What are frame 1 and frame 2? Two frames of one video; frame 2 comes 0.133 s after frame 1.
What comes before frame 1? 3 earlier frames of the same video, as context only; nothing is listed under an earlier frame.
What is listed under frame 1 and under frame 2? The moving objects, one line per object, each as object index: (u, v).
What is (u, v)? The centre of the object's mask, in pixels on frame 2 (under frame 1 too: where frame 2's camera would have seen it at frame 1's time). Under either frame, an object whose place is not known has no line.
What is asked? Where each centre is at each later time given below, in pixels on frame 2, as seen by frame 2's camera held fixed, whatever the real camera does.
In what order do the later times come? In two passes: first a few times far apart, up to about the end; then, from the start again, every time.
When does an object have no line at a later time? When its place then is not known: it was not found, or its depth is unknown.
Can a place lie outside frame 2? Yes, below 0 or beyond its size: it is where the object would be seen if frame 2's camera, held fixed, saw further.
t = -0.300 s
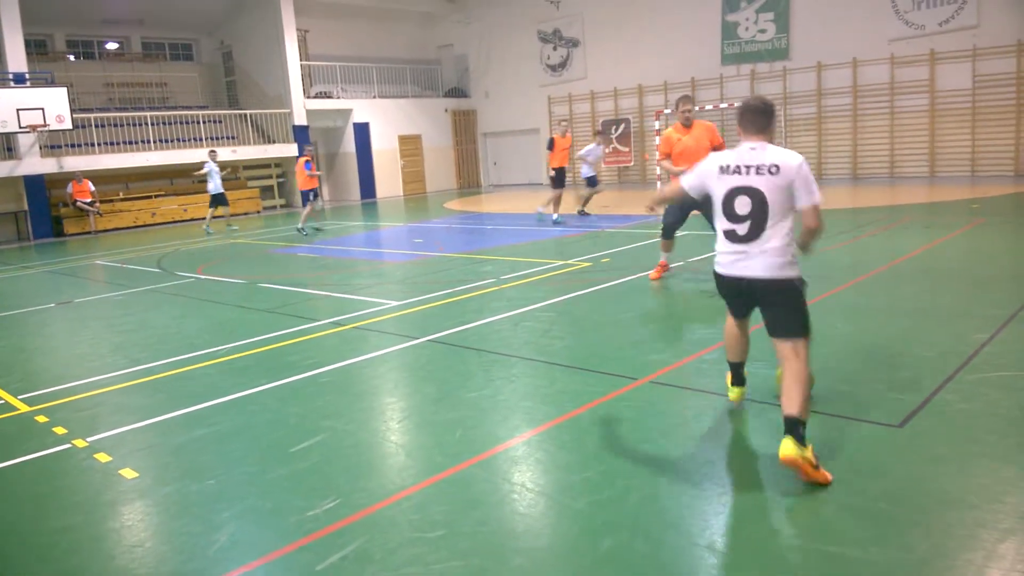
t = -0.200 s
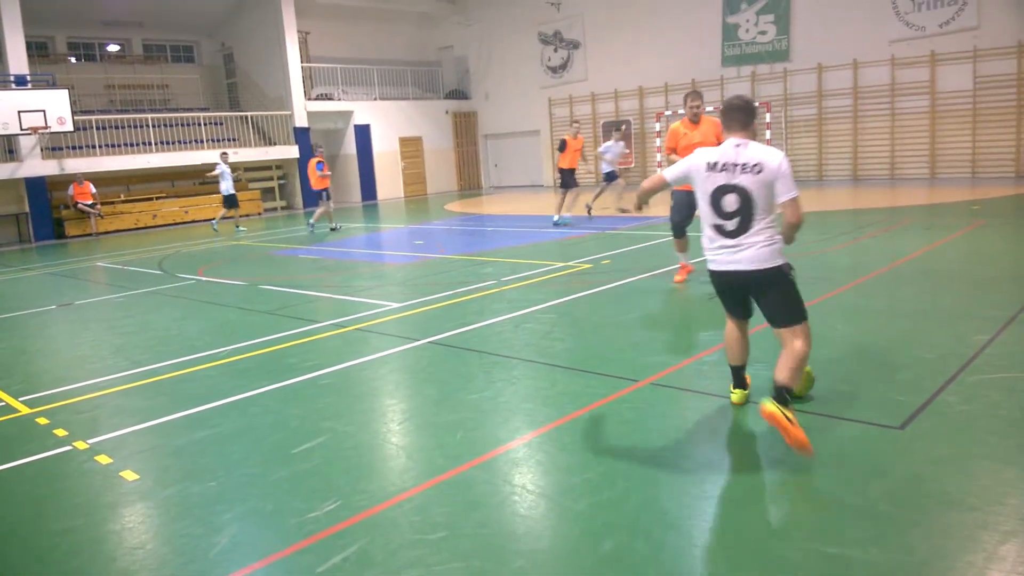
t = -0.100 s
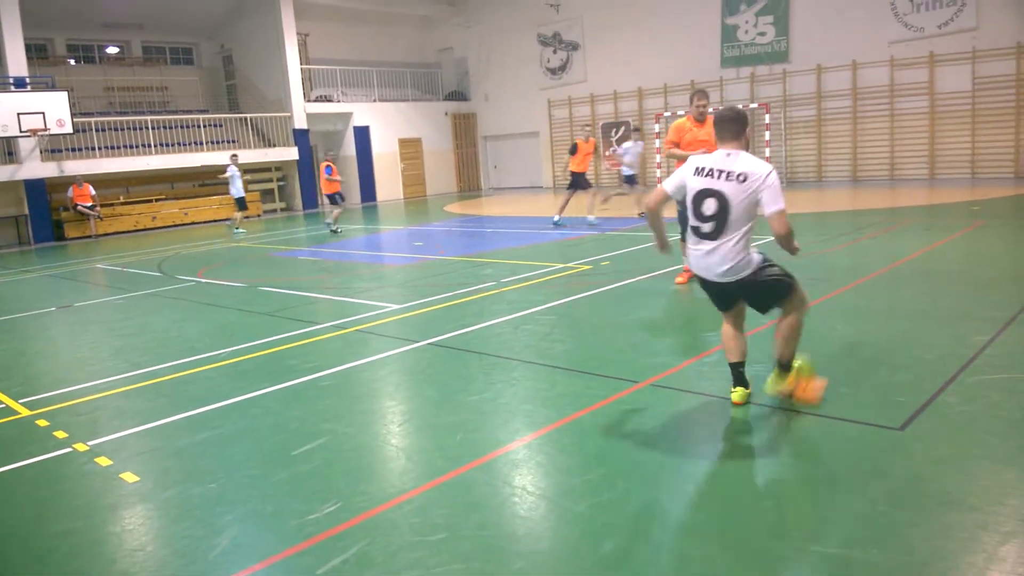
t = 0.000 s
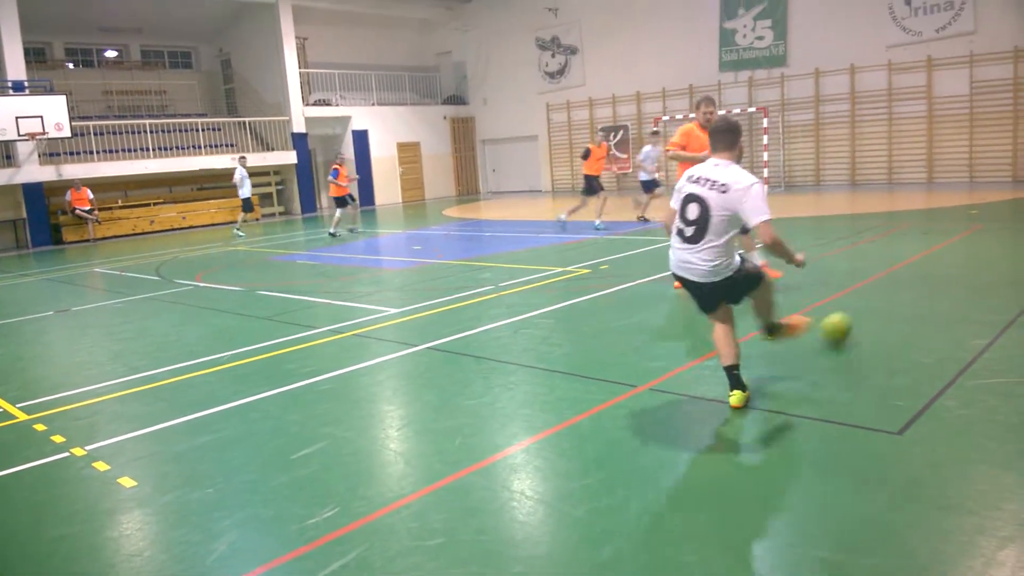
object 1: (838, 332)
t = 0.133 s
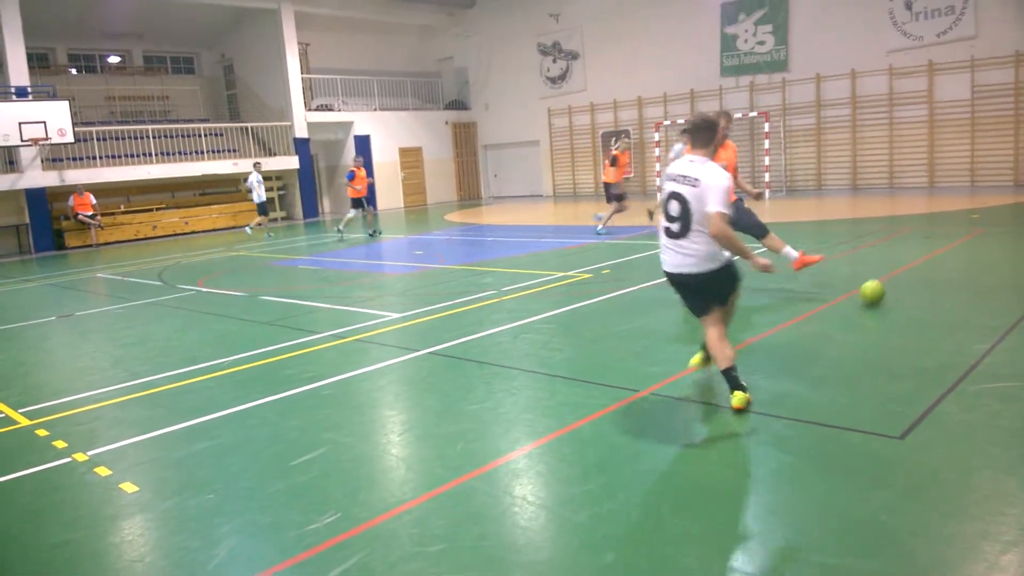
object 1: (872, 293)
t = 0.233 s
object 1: (889, 272)
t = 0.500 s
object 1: (916, 238)
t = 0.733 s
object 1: (929, 222)
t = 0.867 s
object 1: (936, 216)
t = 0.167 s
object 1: (878, 285)
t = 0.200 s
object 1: (883, 279)
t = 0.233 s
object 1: (889, 272)
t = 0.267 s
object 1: (894, 267)
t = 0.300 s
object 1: (897, 262)
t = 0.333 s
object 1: (902, 257)
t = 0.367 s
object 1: (905, 253)
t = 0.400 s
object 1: (908, 249)
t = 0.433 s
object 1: (909, 246)
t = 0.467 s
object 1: (913, 242)
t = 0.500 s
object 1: (916, 238)
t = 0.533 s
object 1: (919, 236)
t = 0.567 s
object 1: (920, 232)
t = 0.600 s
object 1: (923, 229)
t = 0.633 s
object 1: (924, 229)
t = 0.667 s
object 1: (925, 226)
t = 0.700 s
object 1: (927, 223)
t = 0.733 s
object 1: (929, 222)
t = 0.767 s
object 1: (931, 220)
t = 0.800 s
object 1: (933, 219)
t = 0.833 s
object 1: (934, 219)
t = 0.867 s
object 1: (936, 216)
